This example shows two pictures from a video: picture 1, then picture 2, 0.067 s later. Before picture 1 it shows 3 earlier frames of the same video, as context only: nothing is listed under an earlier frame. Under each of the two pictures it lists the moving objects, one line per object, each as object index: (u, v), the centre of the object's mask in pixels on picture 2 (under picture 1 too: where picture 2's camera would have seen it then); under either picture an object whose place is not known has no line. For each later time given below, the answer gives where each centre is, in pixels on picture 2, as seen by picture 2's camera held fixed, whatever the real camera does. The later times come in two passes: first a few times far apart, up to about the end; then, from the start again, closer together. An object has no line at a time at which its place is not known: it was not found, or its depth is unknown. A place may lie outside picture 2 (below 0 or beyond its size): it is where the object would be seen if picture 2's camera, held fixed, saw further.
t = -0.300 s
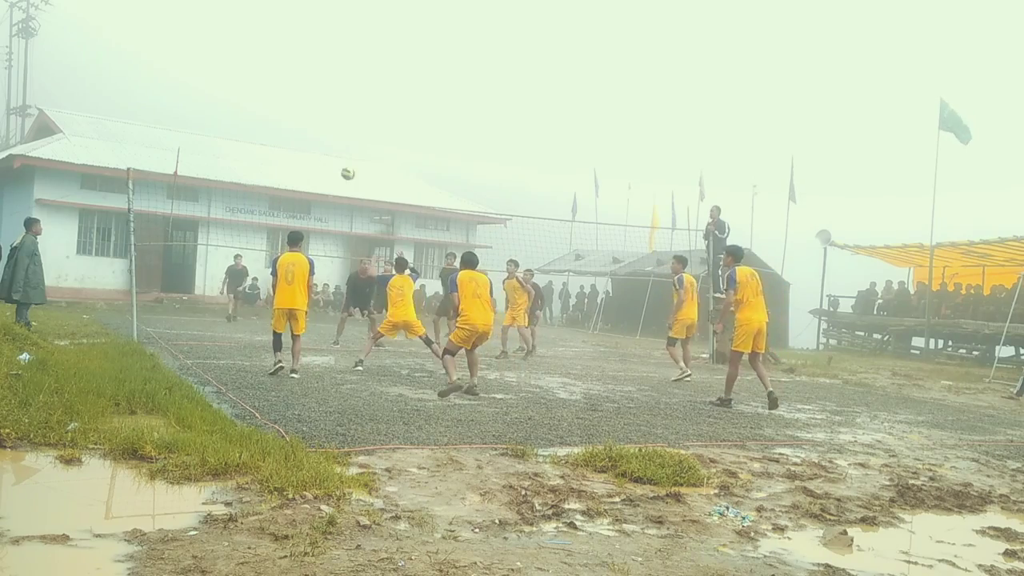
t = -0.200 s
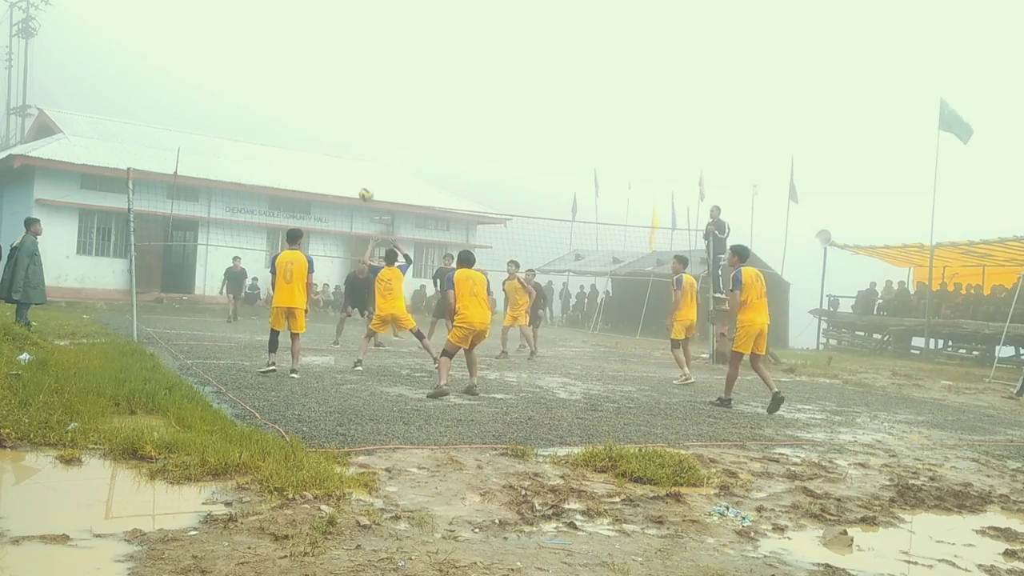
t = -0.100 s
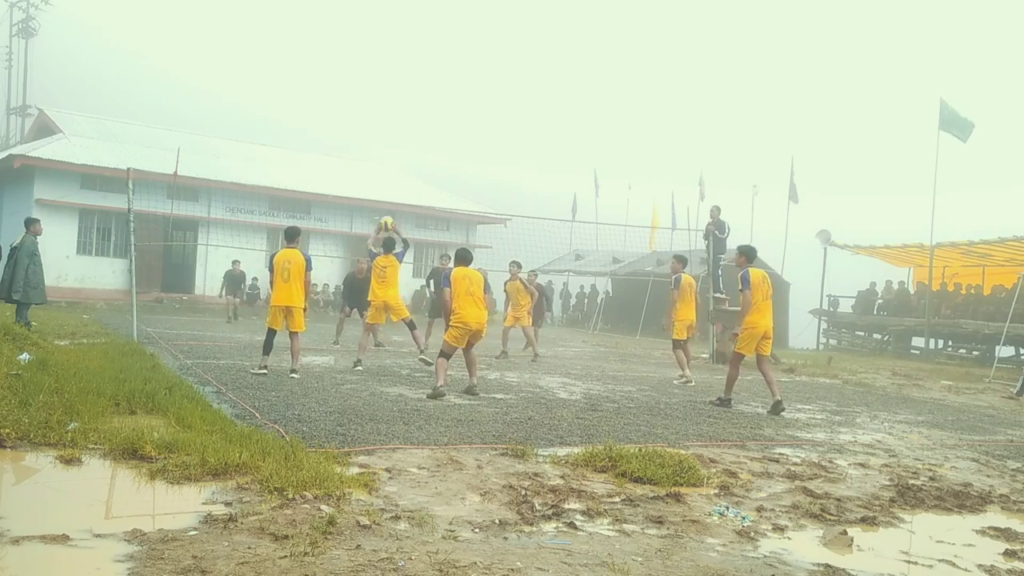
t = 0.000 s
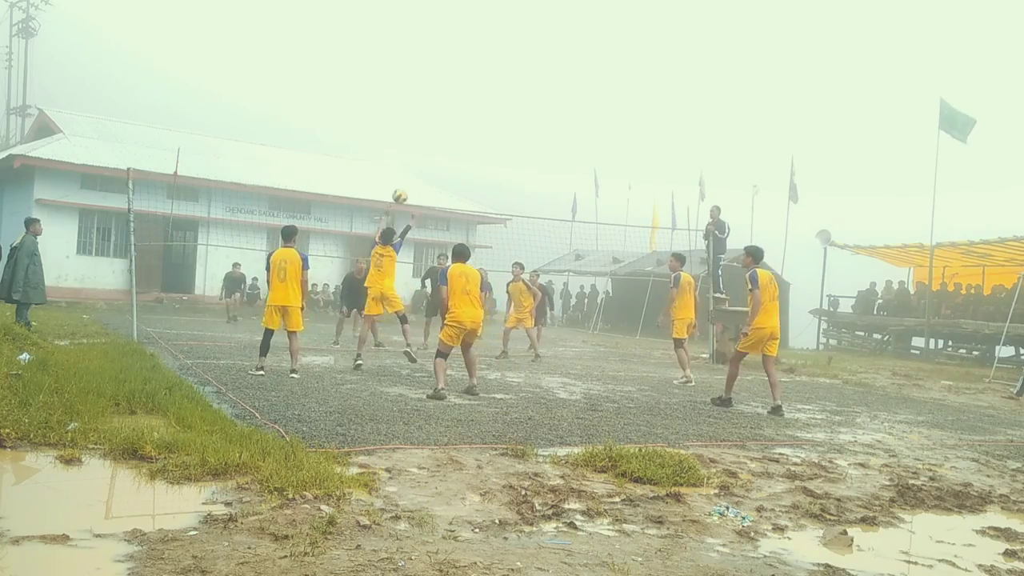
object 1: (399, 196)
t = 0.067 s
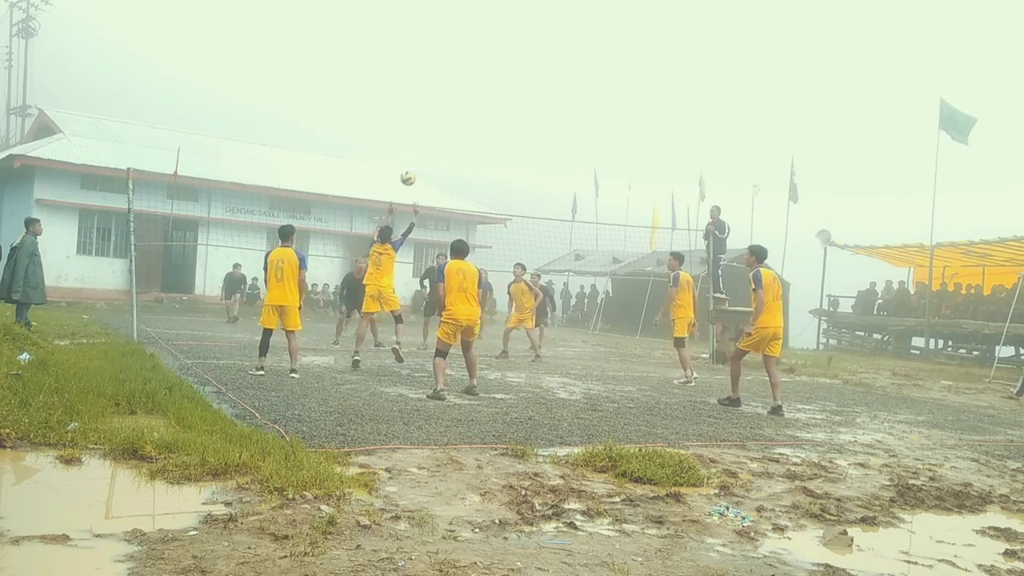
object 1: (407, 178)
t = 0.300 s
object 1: (432, 144)
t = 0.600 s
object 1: (458, 157)
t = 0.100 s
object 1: (411, 171)
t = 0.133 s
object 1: (415, 164)
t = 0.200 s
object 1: (422, 154)
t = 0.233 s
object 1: (426, 149)
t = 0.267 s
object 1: (429, 146)
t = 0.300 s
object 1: (432, 144)
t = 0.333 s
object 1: (435, 142)
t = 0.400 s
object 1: (441, 142)
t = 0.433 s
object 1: (444, 143)
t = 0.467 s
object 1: (447, 144)
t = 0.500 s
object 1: (450, 146)
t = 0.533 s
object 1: (453, 149)
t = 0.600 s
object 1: (458, 157)
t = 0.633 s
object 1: (460, 162)
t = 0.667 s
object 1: (462, 167)
